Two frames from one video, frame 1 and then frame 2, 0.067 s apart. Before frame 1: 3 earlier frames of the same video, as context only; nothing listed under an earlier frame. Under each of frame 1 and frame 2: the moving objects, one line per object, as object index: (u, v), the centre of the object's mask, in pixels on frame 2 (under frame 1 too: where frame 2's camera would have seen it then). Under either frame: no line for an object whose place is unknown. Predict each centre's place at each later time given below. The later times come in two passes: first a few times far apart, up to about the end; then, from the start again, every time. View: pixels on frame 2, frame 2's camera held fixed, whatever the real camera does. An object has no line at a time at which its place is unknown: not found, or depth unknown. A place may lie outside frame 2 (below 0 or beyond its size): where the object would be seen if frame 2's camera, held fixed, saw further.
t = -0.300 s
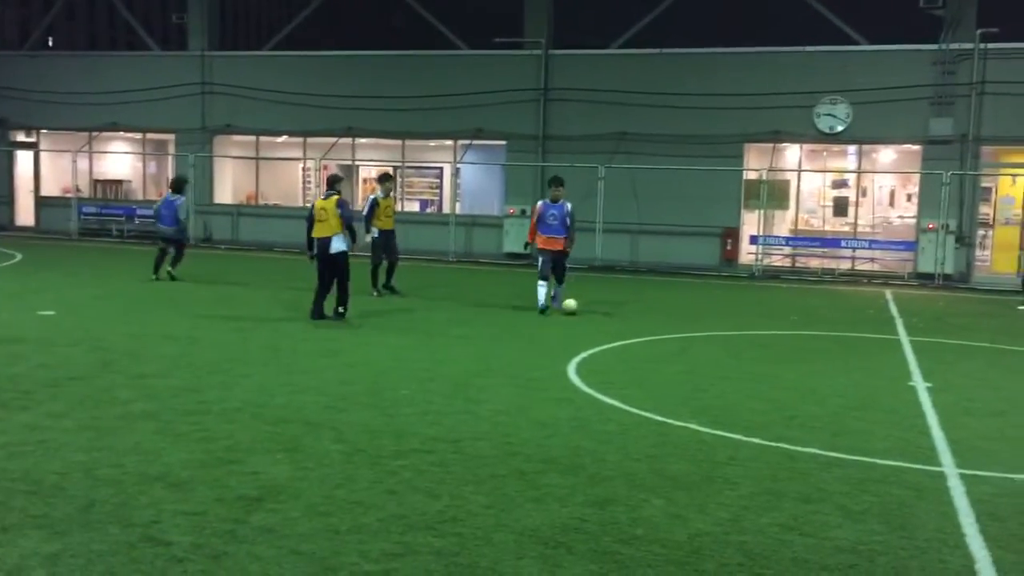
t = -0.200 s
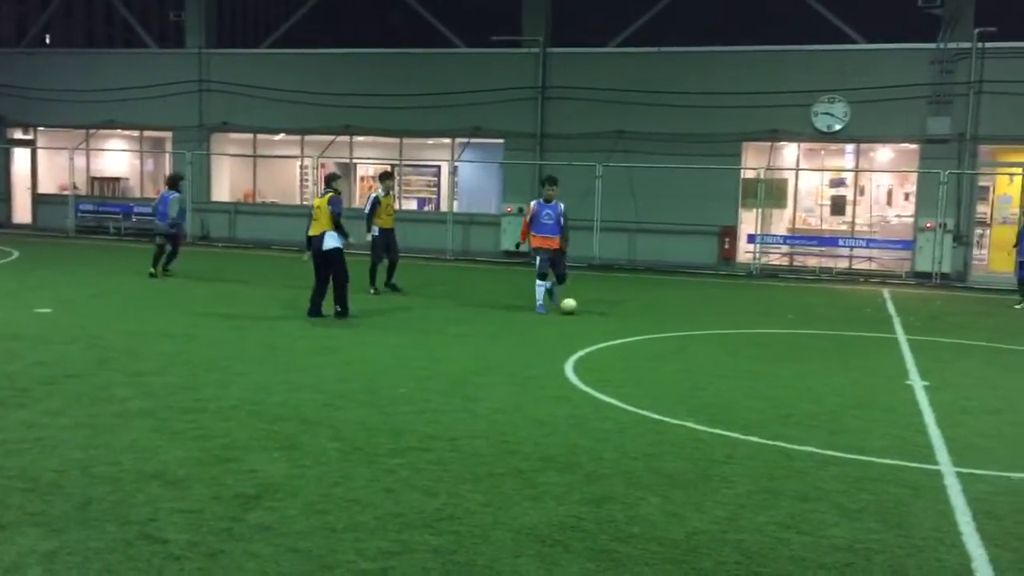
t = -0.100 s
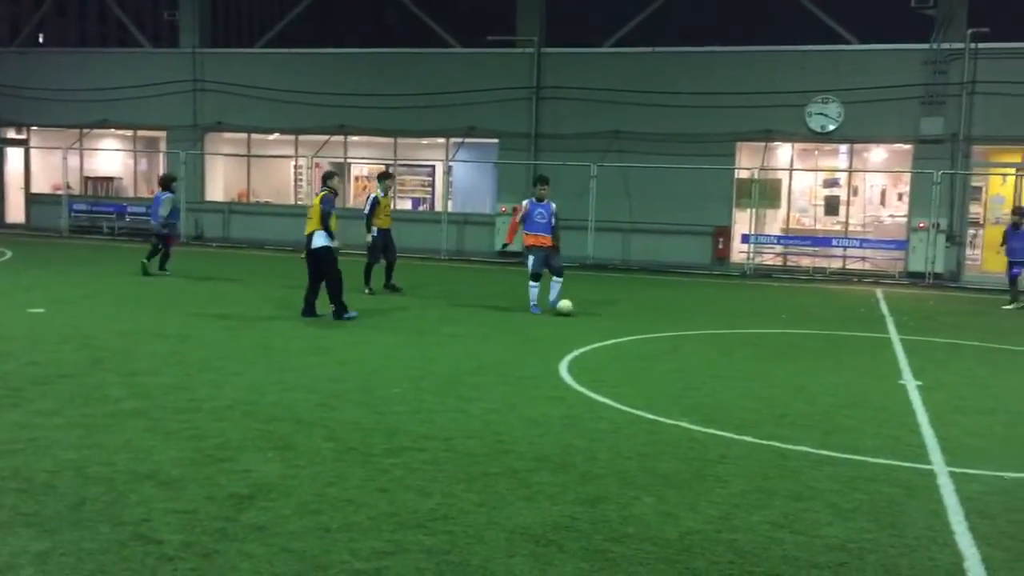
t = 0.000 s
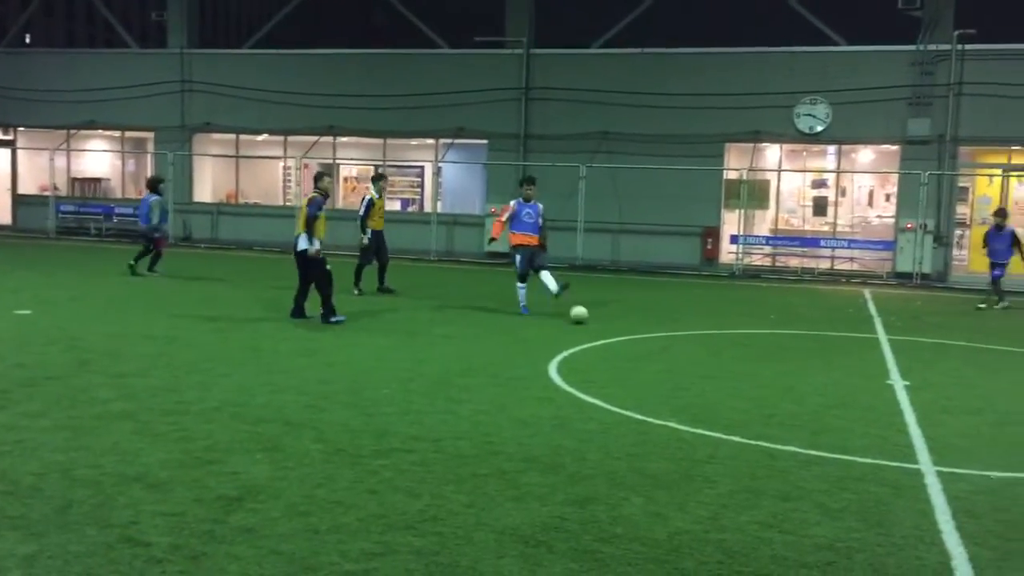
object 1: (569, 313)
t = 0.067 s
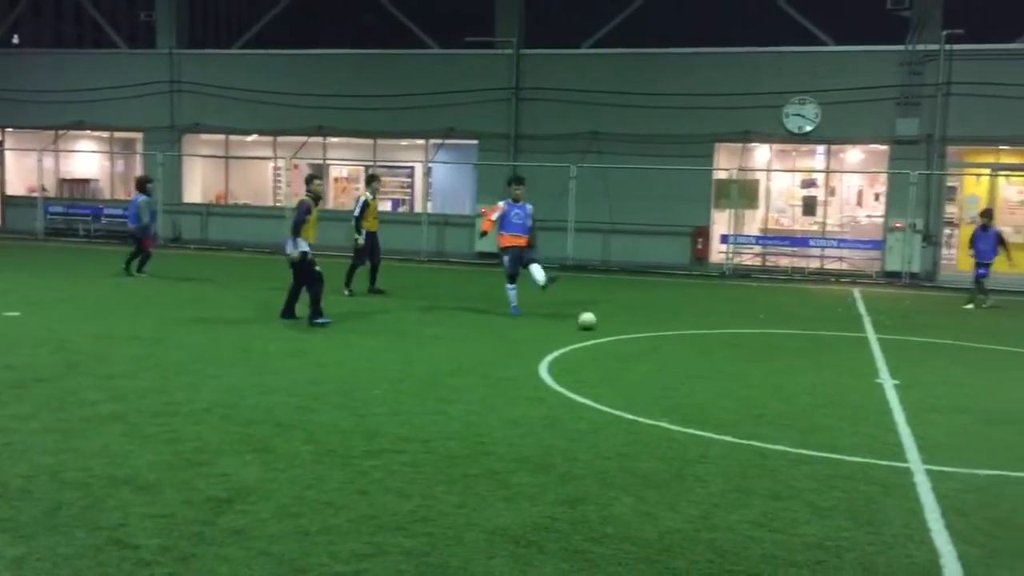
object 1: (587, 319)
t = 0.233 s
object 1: (630, 330)
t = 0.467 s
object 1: (698, 348)
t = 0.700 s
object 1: (780, 372)
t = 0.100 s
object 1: (595, 321)
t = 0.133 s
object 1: (604, 323)
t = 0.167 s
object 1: (613, 326)
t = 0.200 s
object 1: (621, 329)
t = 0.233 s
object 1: (630, 330)
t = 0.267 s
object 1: (639, 333)
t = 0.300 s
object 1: (649, 336)
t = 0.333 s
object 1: (658, 337)
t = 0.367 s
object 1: (668, 340)
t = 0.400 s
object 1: (677, 344)
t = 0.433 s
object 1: (688, 346)
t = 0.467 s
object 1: (698, 348)
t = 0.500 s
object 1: (709, 352)
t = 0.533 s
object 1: (720, 356)
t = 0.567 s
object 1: (731, 359)
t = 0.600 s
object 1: (743, 362)
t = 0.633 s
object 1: (755, 366)
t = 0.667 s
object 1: (767, 369)
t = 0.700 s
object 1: (780, 372)
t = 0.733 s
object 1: (793, 376)
